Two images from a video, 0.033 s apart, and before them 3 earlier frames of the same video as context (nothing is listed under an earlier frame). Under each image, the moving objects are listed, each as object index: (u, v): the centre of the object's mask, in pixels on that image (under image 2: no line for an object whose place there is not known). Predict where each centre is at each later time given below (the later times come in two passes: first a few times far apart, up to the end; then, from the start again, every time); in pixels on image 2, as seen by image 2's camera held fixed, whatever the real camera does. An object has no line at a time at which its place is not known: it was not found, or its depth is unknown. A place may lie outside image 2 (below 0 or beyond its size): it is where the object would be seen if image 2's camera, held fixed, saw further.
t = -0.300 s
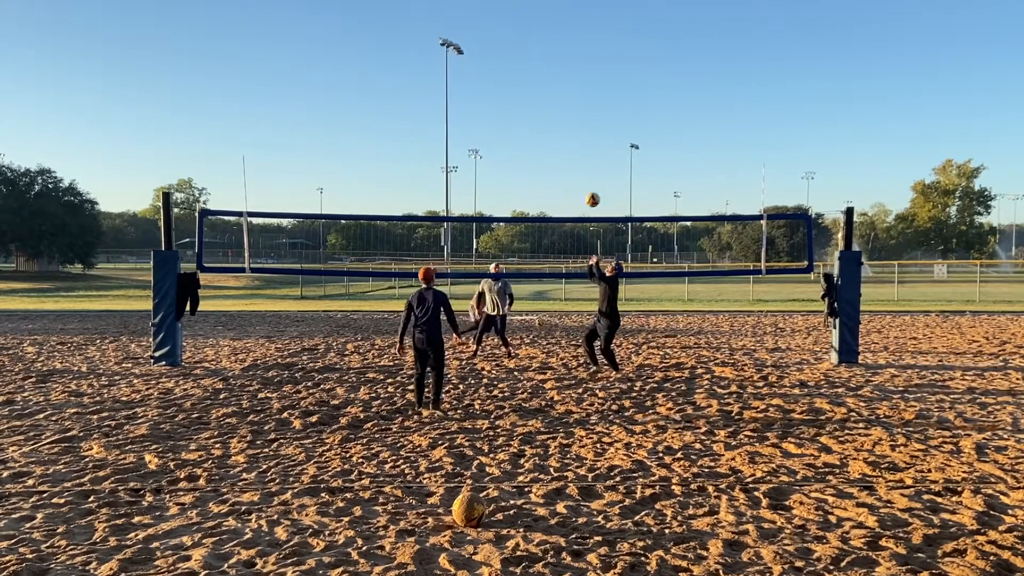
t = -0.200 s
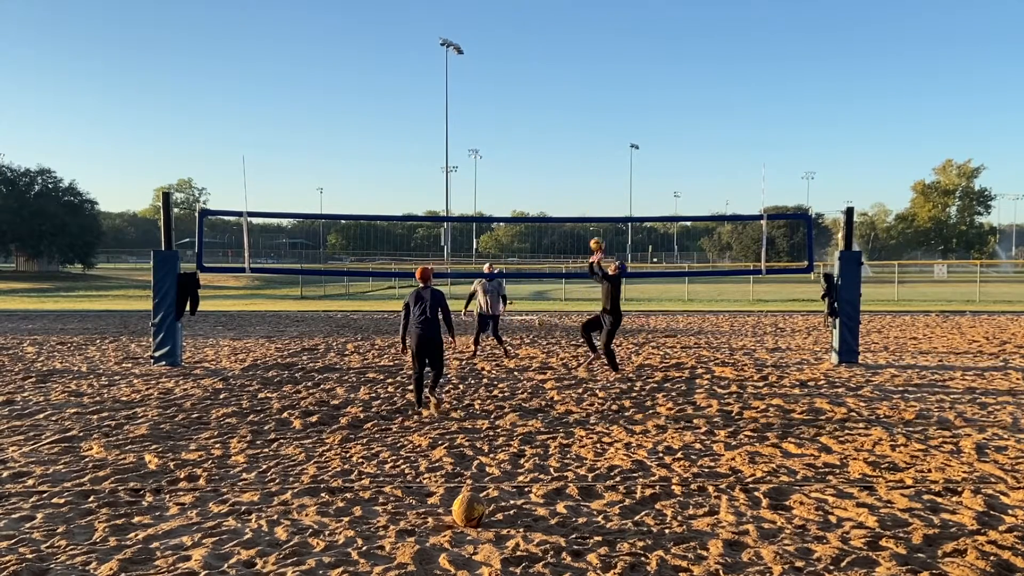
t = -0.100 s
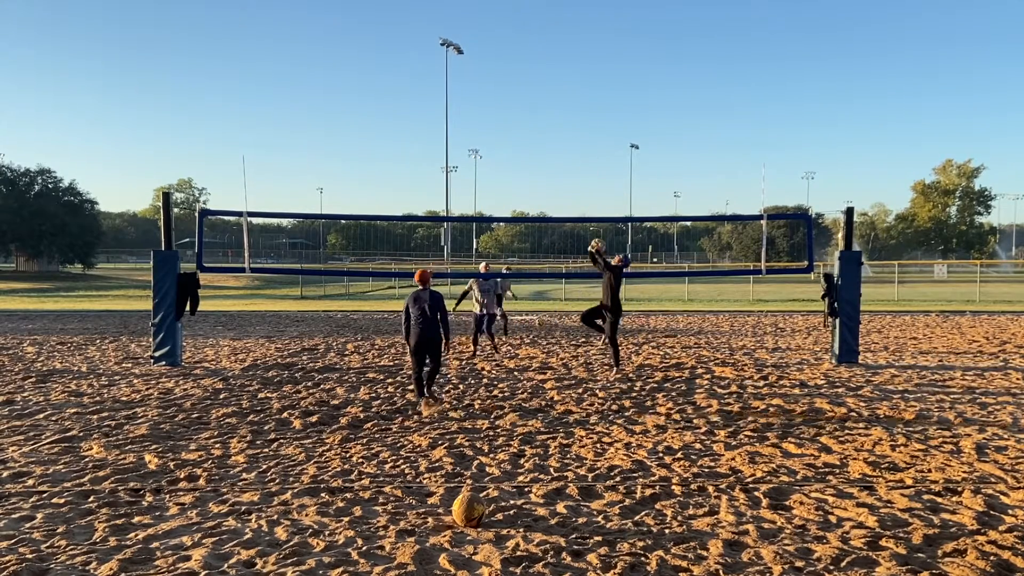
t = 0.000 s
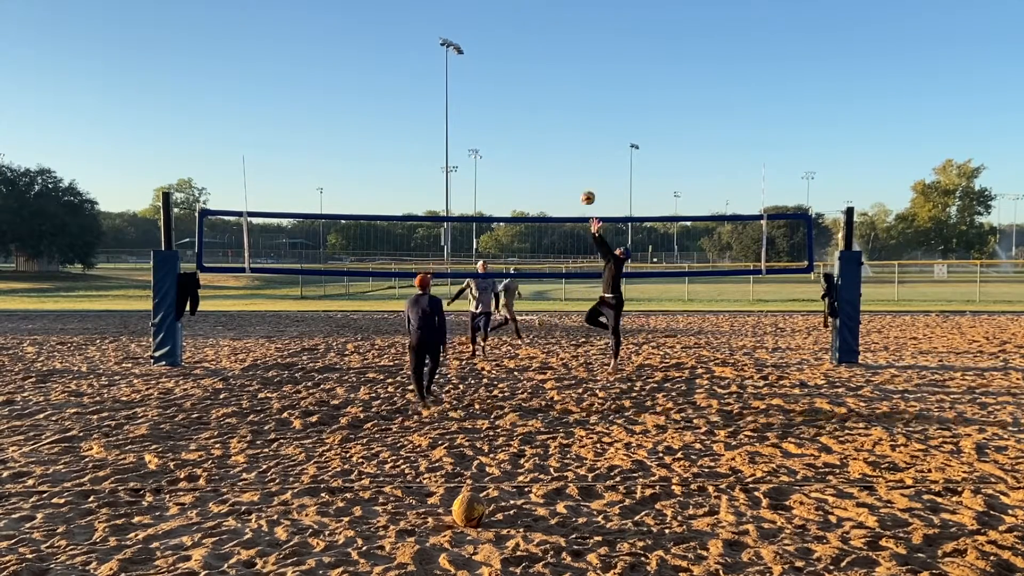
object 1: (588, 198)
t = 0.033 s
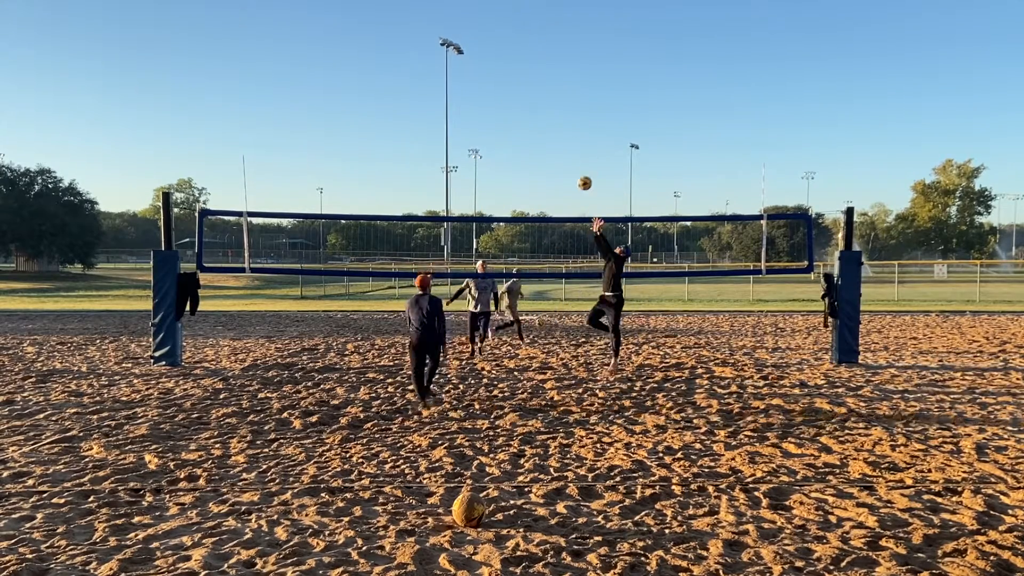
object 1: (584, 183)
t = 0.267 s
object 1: (563, 102)
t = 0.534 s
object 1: (539, 57)
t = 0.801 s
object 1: (517, 60)
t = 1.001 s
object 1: (501, 93)
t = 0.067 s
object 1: (581, 169)
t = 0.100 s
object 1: (578, 156)
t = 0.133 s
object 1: (575, 144)
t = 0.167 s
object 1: (571, 132)
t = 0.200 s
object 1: (569, 121)
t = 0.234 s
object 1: (565, 112)
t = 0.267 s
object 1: (563, 102)
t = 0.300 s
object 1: (559, 94)
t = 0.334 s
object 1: (557, 87)
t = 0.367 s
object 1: (553, 80)
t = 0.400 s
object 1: (551, 74)
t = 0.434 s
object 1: (548, 69)
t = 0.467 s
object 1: (545, 64)
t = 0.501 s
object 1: (542, 60)
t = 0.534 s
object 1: (539, 57)
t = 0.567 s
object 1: (536, 55)
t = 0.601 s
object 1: (533, 54)
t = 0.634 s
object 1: (530, 53)
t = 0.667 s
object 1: (528, 53)
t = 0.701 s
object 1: (525, 54)
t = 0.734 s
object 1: (522, 55)
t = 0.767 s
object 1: (519, 57)
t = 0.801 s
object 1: (517, 60)
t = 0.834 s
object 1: (514, 64)
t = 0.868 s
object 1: (511, 69)
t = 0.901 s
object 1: (509, 74)
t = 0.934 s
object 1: (506, 79)
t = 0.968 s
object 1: (503, 86)
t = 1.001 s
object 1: (501, 93)
